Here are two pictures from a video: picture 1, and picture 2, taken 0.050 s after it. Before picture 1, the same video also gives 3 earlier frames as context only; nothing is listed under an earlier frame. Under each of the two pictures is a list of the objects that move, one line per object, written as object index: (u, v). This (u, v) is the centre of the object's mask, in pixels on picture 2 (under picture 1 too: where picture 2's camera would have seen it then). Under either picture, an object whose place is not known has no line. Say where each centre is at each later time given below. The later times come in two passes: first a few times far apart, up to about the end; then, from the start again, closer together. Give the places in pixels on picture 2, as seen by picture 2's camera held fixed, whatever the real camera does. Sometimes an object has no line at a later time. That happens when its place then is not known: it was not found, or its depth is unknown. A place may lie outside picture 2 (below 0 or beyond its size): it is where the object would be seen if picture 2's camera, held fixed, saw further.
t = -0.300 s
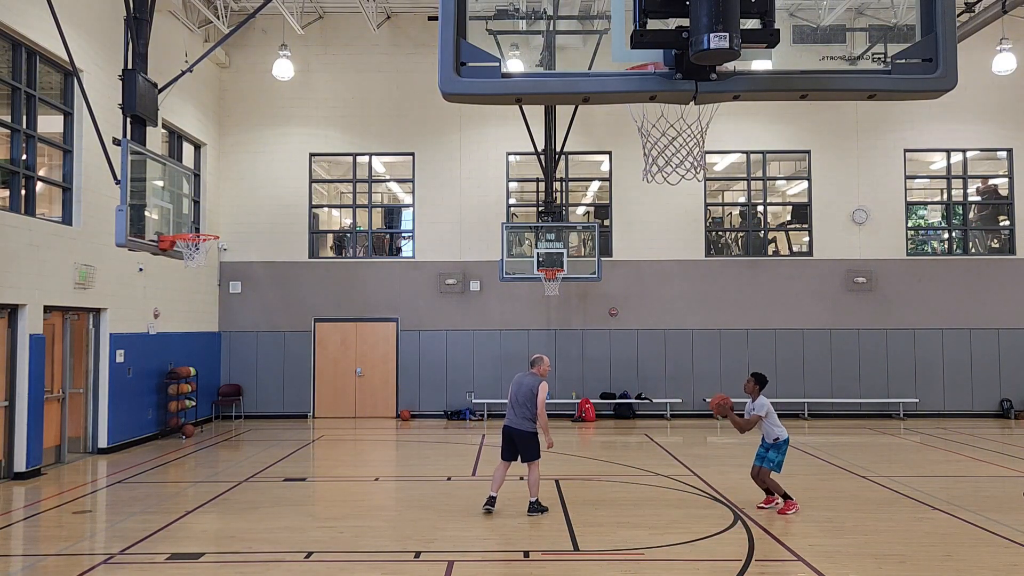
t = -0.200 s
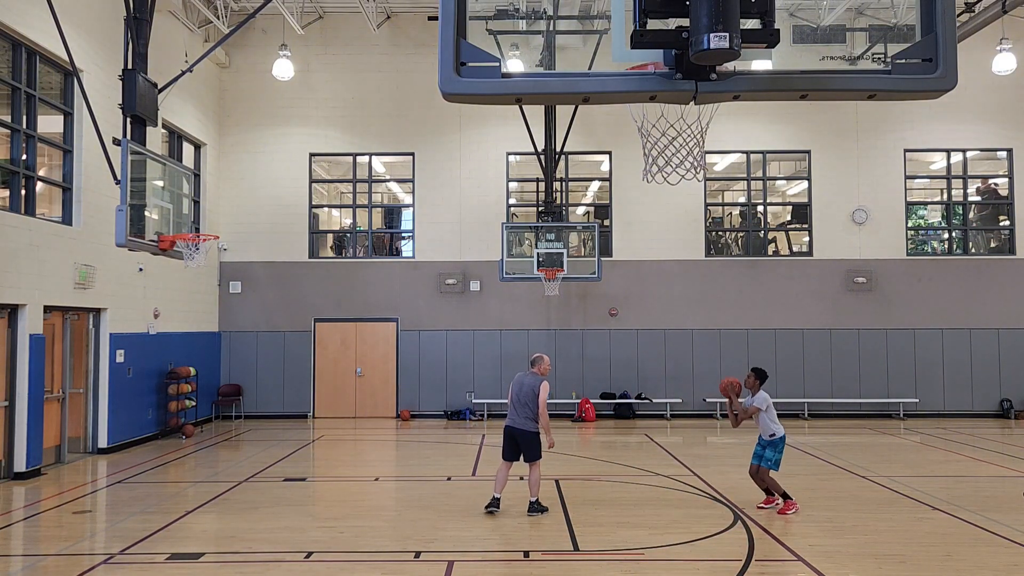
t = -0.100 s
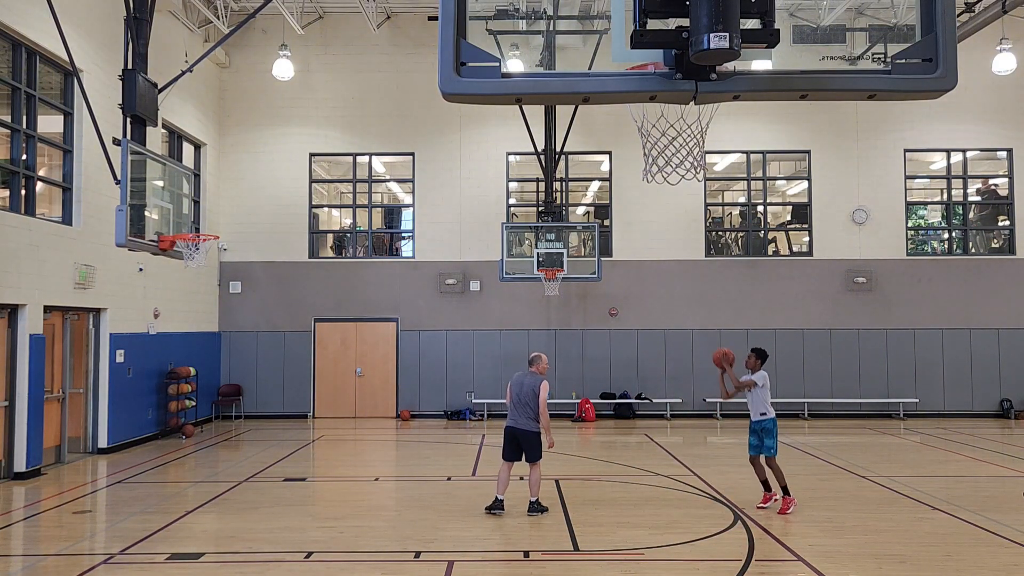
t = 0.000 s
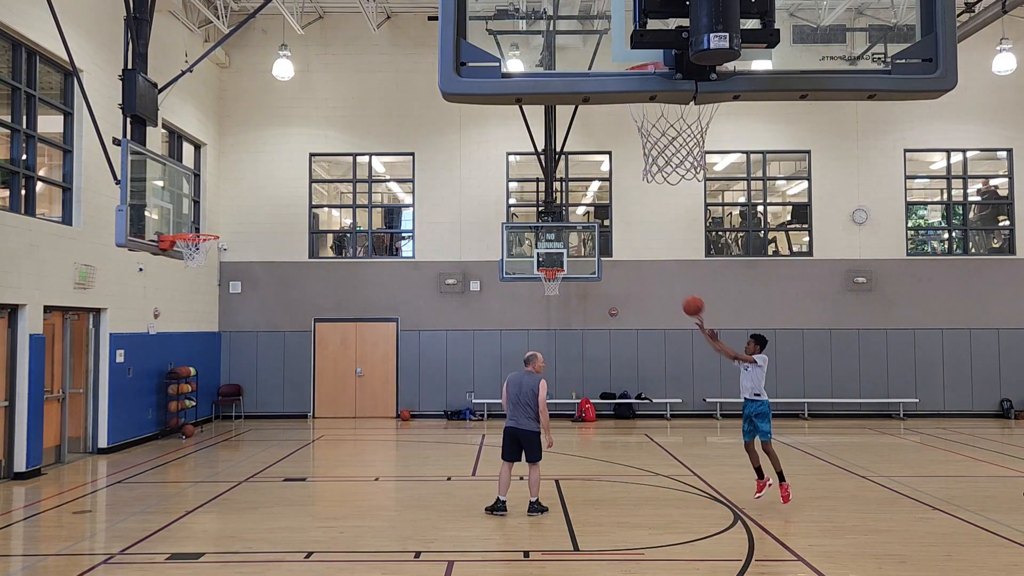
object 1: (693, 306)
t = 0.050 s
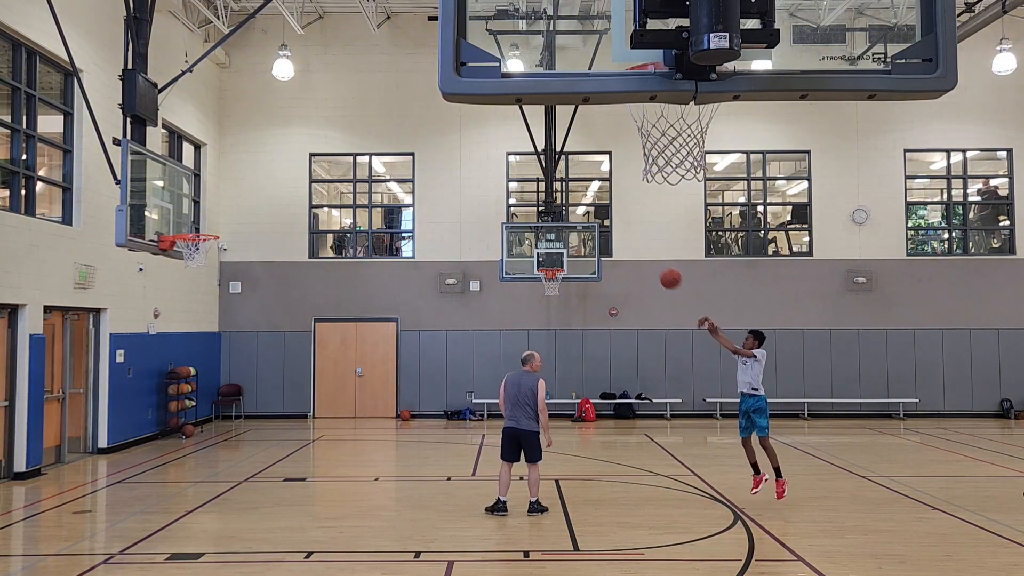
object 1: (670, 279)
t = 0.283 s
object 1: (567, 182)
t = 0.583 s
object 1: (439, 128)
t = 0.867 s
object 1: (322, 147)
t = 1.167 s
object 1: (202, 234)
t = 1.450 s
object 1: (192, 302)
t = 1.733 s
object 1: (202, 435)
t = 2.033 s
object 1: (225, 427)
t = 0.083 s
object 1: (655, 262)
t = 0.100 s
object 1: (648, 254)
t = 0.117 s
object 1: (641, 246)
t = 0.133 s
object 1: (633, 238)
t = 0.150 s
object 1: (626, 231)
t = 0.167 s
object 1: (618, 224)
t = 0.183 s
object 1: (610, 217)
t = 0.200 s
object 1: (603, 211)
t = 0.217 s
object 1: (597, 205)
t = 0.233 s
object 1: (589, 198)
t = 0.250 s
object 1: (581, 192)
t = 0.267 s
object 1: (574, 187)
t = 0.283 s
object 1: (567, 182)
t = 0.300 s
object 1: (559, 176)
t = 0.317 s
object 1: (553, 171)
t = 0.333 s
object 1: (546, 167)
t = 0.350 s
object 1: (539, 163)
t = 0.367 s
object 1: (531, 159)
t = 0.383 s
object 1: (524, 155)
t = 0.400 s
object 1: (517, 151)
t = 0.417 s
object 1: (510, 148)
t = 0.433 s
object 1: (503, 145)
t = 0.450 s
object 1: (495, 142)
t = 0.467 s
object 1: (488, 139)
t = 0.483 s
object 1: (481, 137)
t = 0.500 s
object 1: (474, 135)
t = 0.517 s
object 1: (467, 133)
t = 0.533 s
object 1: (460, 131)
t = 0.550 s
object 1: (453, 130)
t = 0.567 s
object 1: (446, 128)
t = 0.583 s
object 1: (439, 128)
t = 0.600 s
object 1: (432, 127)
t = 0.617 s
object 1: (425, 126)
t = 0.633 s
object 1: (418, 126)
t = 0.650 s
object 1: (411, 126)
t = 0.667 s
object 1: (404, 126)
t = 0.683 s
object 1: (397, 126)
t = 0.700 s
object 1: (391, 127)
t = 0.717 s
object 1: (384, 128)
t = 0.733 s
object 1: (377, 129)
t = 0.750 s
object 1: (370, 130)
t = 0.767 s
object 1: (363, 132)
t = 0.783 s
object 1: (356, 134)
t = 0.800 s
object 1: (349, 136)
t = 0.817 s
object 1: (342, 138)
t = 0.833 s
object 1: (336, 141)
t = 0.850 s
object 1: (329, 144)
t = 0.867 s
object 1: (322, 147)
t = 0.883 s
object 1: (315, 150)
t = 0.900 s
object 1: (309, 154)
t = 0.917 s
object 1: (302, 157)
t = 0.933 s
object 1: (295, 162)
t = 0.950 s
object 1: (288, 166)
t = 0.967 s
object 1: (281, 170)
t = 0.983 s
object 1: (274, 175)
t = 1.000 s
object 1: (267, 180)
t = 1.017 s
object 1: (261, 185)
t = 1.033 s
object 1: (254, 190)
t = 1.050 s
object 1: (247, 196)
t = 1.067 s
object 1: (241, 201)
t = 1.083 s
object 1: (234, 207)
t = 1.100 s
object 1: (227, 214)
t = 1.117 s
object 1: (220, 220)
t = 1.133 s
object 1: (214, 226)
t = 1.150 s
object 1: (208, 229)
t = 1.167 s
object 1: (202, 234)
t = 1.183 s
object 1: (196, 238)
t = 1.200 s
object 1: (191, 242)
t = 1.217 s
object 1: (185, 244)
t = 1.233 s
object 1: (183, 246)
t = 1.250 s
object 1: (185, 250)
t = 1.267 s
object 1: (183, 257)
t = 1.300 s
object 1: (186, 265)
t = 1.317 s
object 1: (187, 266)
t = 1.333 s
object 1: (188, 269)
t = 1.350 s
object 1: (188, 273)
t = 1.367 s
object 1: (189, 277)
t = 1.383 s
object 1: (190, 281)
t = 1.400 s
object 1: (191, 286)
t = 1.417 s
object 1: (191, 291)
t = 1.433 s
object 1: (192, 296)
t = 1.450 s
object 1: (192, 302)
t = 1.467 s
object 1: (193, 307)
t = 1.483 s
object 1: (194, 313)
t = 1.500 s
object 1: (194, 320)
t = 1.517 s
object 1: (195, 326)
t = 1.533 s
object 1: (195, 333)
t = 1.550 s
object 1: (196, 340)
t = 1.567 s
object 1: (197, 347)
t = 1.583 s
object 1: (197, 355)
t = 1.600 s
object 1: (198, 362)
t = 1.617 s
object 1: (200, 370)
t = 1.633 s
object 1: (199, 379)
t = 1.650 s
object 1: (199, 387)
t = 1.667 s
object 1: (200, 396)
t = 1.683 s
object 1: (201, 406)
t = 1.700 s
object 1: (201, 415)
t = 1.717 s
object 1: (202, 425)
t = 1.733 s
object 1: (202, 435)
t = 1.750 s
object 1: (202, 445)
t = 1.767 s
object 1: (203, 456)
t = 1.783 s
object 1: (203, 467)
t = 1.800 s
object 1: (204, 478)
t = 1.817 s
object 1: (204, 490)
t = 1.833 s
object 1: (204, 502)
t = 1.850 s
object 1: (205, 507)
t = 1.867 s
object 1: (207, 498)
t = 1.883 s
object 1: (209, 490)
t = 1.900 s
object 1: (210, 482)
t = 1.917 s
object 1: (212, 474)
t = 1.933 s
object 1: (214, 467)
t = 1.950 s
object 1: (216, 460)
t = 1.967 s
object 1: (218, 453)
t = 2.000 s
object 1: (221, 439)
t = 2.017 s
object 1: (223, 433)
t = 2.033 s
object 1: (225, 427)
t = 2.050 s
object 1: (226, 421)
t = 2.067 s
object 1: (228, 416)
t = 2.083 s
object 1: (229, 411)
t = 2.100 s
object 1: (231, 406)
